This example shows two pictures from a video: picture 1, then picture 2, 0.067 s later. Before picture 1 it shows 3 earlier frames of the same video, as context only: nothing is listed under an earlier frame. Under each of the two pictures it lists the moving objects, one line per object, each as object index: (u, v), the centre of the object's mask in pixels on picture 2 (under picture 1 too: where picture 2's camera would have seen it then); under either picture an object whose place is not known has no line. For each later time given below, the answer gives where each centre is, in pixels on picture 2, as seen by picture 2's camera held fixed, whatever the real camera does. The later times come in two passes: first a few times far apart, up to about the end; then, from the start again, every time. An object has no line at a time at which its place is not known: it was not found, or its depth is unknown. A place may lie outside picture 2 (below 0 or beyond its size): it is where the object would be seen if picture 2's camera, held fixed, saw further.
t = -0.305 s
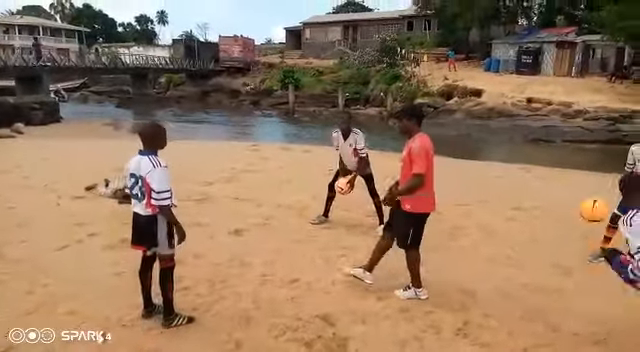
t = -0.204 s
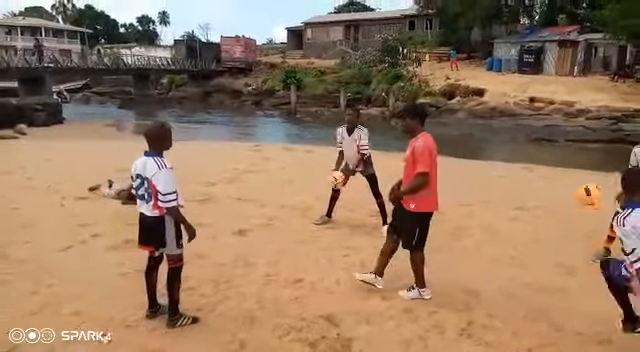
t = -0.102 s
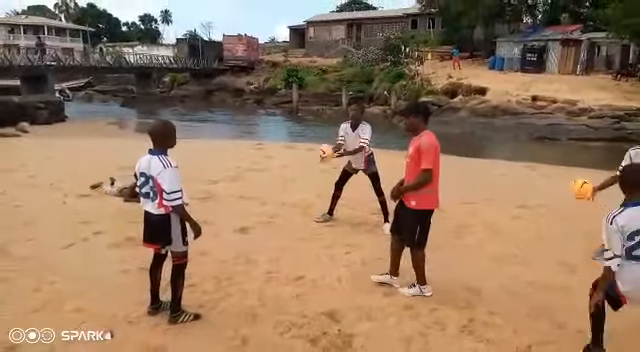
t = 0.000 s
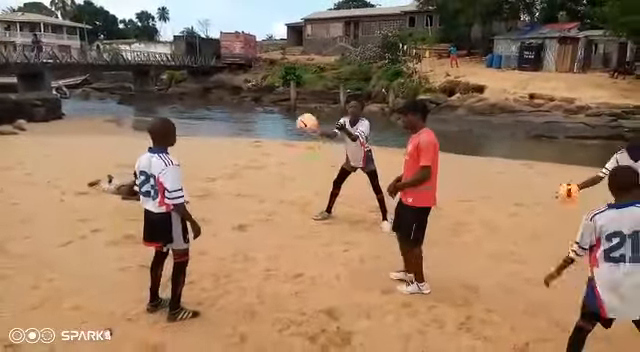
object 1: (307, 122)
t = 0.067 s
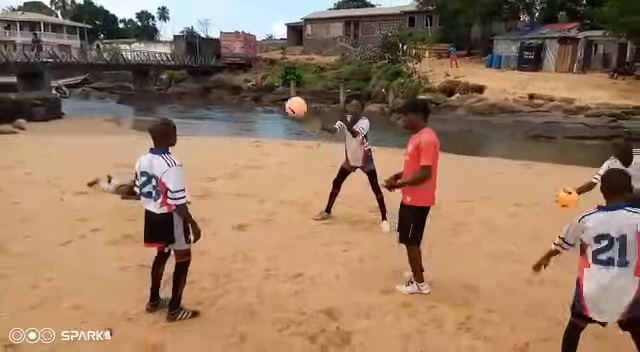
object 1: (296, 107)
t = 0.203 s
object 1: (271, 85)
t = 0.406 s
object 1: (228, 84)
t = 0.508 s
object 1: (203, 101)
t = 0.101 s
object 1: (290, 100)
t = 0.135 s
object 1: (284, 94)
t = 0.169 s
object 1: (278, 90)
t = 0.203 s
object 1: (271, 85)
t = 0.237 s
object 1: (265, 81)
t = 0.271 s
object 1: (258, 80)
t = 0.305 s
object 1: (251, 79)
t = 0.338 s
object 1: (245, 79)
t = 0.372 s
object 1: (236, 81)
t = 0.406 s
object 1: (228, 84)
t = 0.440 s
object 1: (220, 88)
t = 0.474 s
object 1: (212, 94)
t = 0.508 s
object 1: (203, 101)
